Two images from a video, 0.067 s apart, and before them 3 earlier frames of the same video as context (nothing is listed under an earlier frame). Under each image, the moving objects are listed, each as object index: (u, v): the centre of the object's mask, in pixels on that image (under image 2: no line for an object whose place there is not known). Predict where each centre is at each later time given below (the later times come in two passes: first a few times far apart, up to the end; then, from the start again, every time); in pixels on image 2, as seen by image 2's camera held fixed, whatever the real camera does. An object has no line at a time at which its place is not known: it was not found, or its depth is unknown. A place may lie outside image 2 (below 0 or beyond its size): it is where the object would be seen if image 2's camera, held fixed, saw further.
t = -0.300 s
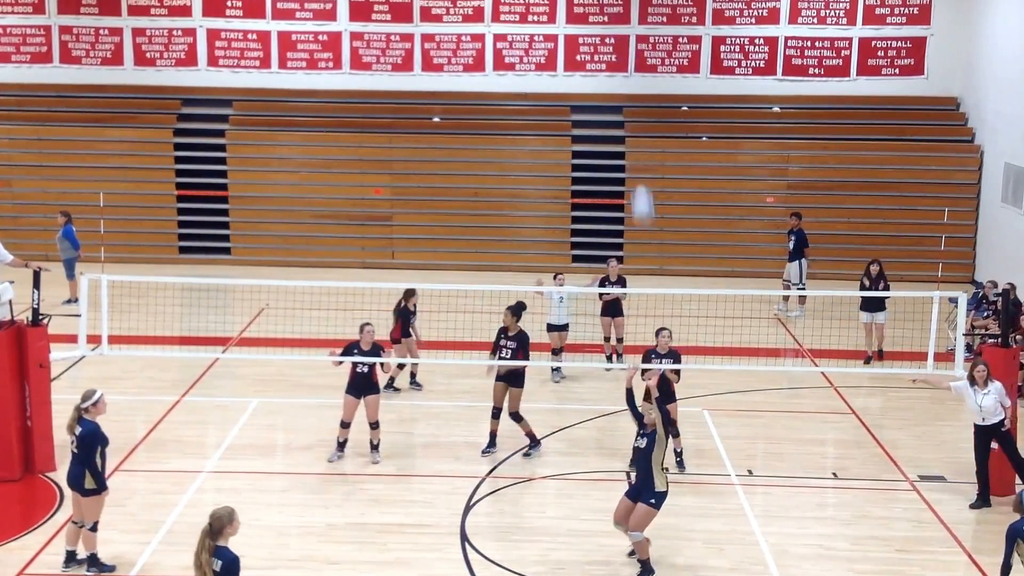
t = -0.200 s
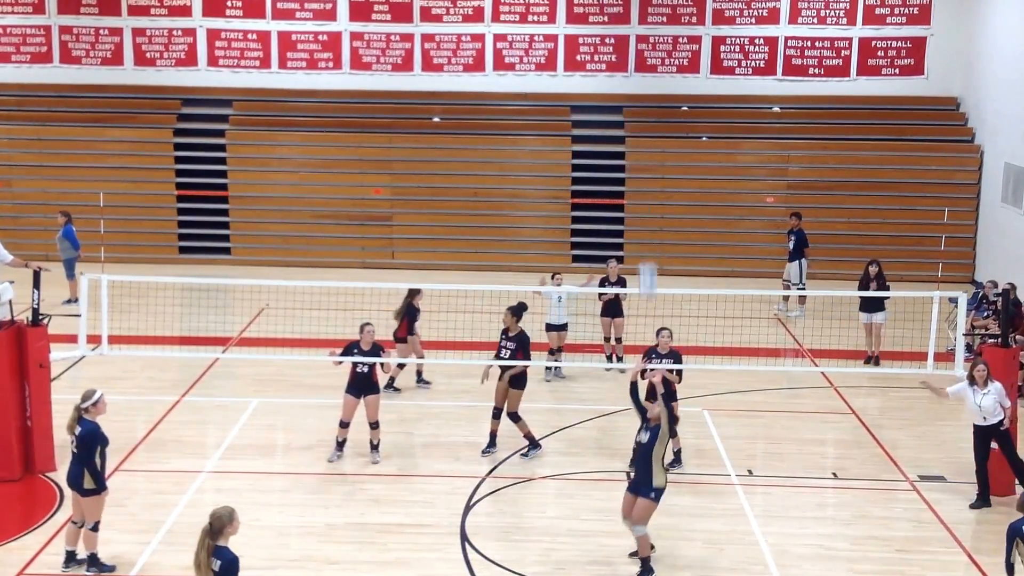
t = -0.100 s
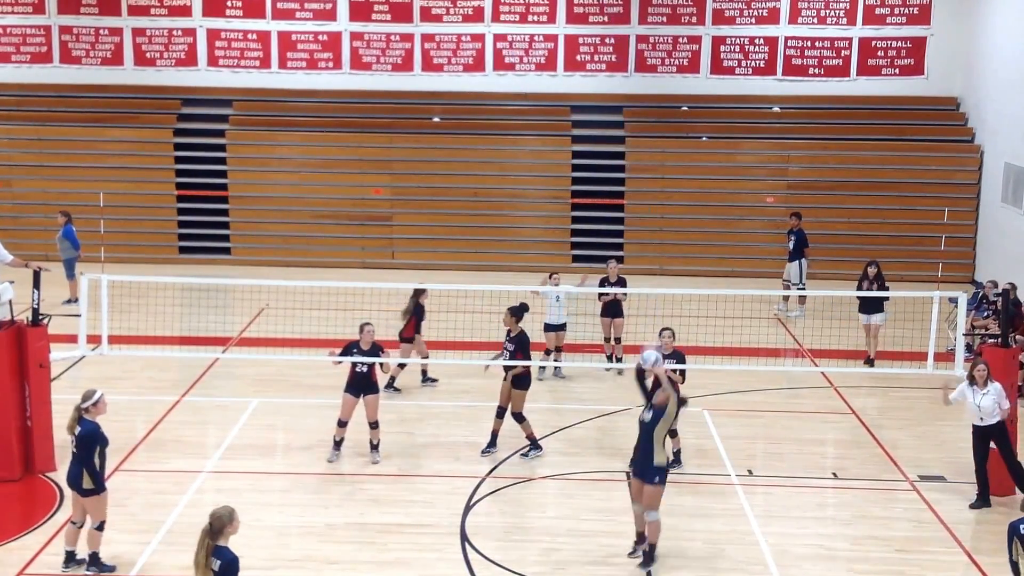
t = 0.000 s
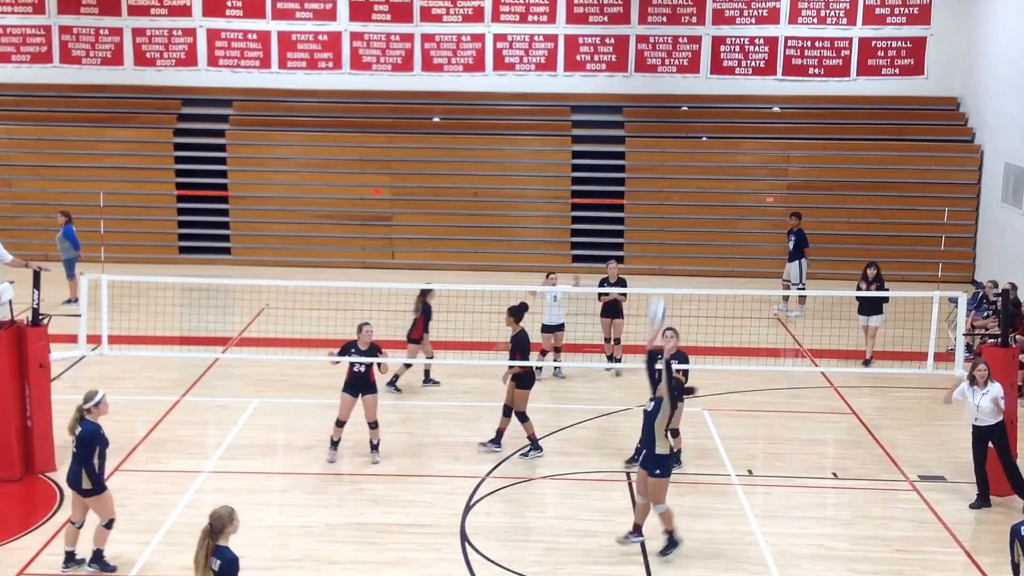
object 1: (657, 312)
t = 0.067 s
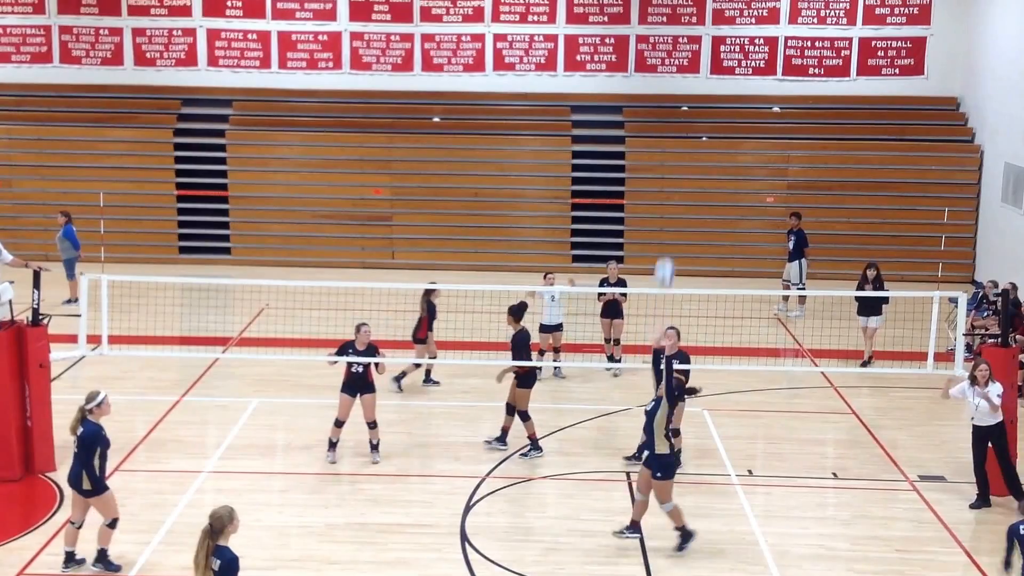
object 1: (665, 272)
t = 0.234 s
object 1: (680, 196)
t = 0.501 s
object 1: (702, 135)
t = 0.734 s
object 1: (717, 139)
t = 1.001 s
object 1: (729, 207)
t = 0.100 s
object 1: (667, 255)
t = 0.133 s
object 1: (670, 239)
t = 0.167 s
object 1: (674, 223)
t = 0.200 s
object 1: (677, 209)
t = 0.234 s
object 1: (680, 196)
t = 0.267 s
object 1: (683, 185)
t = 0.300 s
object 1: (686, 174)
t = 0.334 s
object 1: (689, 165)
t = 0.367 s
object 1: (691, 157)
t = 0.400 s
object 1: (694, 149)
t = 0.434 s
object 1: (697, 143)
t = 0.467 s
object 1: (699, 139)
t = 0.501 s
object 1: (702, 135)
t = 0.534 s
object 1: (704, 133)
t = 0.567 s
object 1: (706, 131)
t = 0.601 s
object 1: (708, 131)
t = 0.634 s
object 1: (711, 131)
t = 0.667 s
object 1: (713, 133)
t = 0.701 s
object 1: (715, 136)
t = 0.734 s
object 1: (717, 139)
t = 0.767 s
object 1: (719, 144)
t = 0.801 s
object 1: (720, 150)
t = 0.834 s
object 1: (722, 157)
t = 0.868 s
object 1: (723, 165)
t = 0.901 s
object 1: (725, 174)
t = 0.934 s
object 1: (726, 184)
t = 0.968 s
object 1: (728, 195)
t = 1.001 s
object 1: (729, 207)
